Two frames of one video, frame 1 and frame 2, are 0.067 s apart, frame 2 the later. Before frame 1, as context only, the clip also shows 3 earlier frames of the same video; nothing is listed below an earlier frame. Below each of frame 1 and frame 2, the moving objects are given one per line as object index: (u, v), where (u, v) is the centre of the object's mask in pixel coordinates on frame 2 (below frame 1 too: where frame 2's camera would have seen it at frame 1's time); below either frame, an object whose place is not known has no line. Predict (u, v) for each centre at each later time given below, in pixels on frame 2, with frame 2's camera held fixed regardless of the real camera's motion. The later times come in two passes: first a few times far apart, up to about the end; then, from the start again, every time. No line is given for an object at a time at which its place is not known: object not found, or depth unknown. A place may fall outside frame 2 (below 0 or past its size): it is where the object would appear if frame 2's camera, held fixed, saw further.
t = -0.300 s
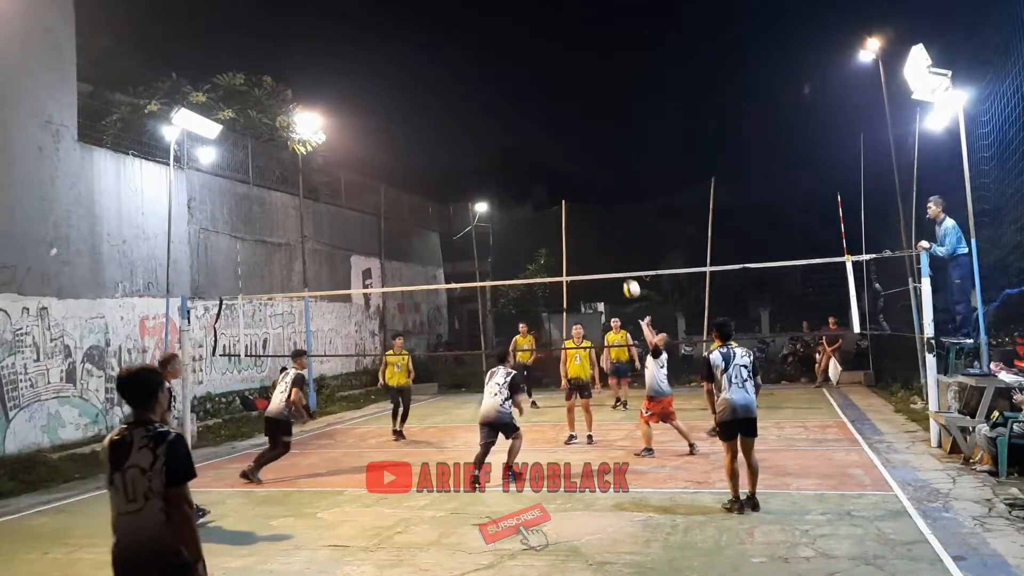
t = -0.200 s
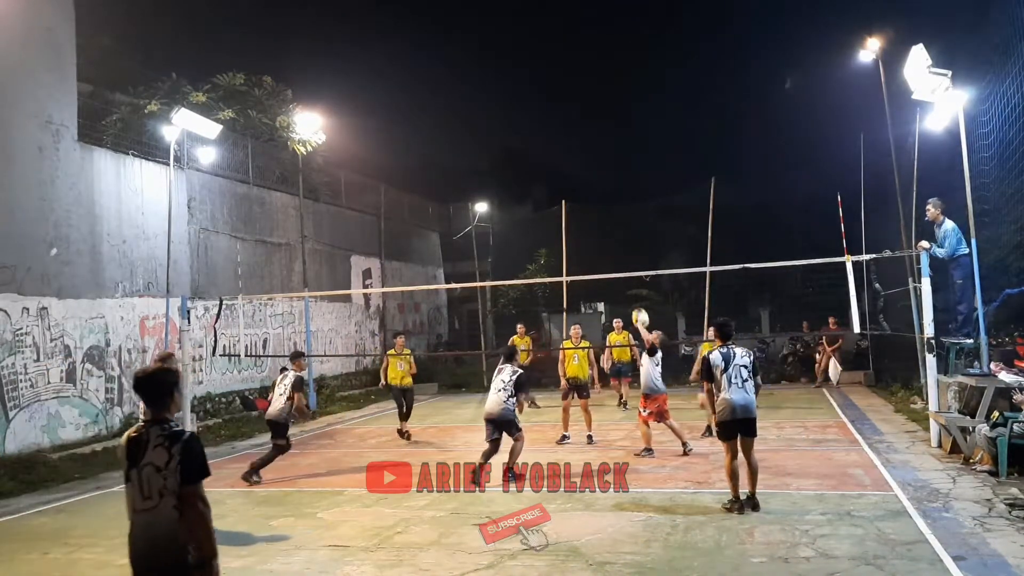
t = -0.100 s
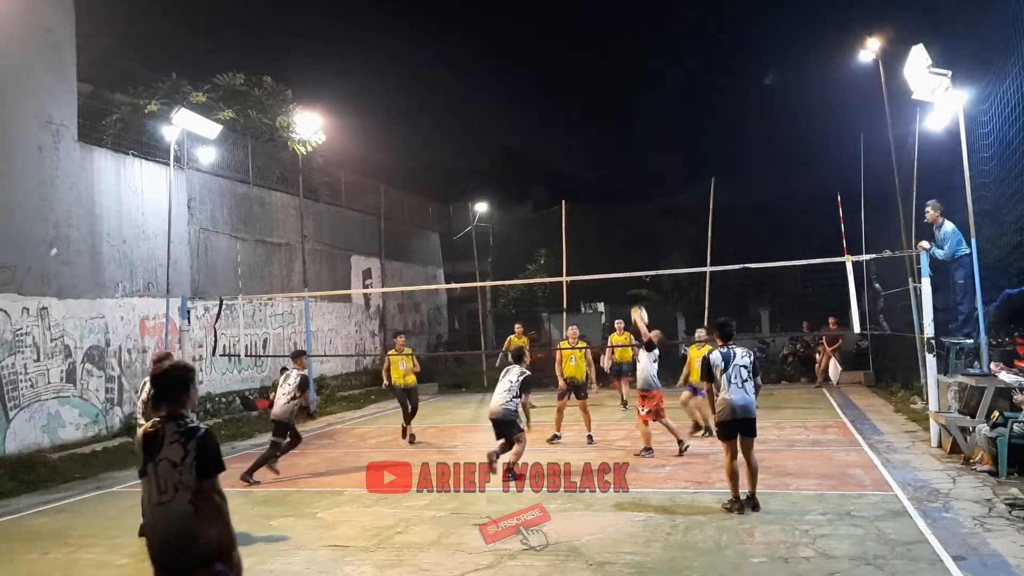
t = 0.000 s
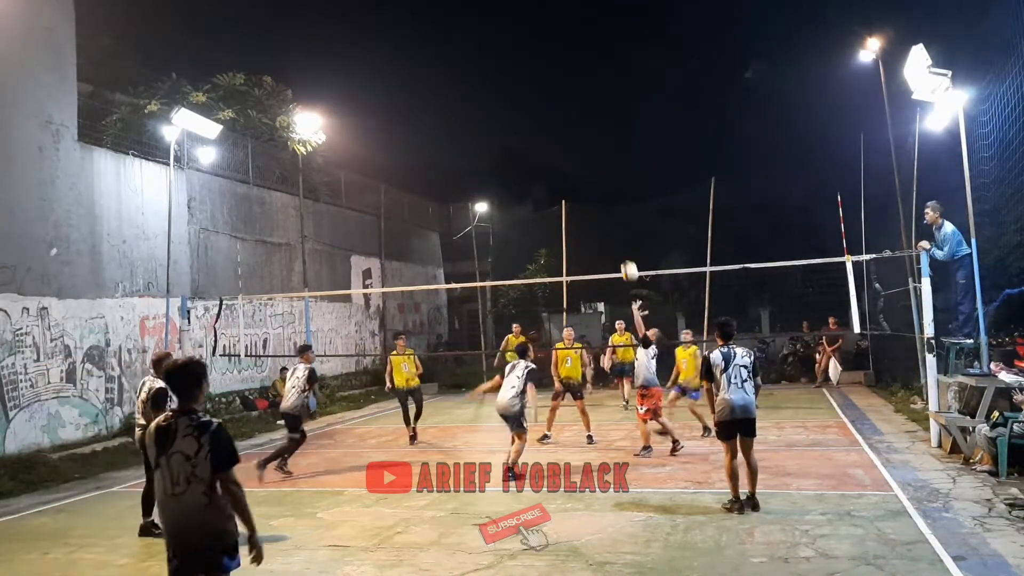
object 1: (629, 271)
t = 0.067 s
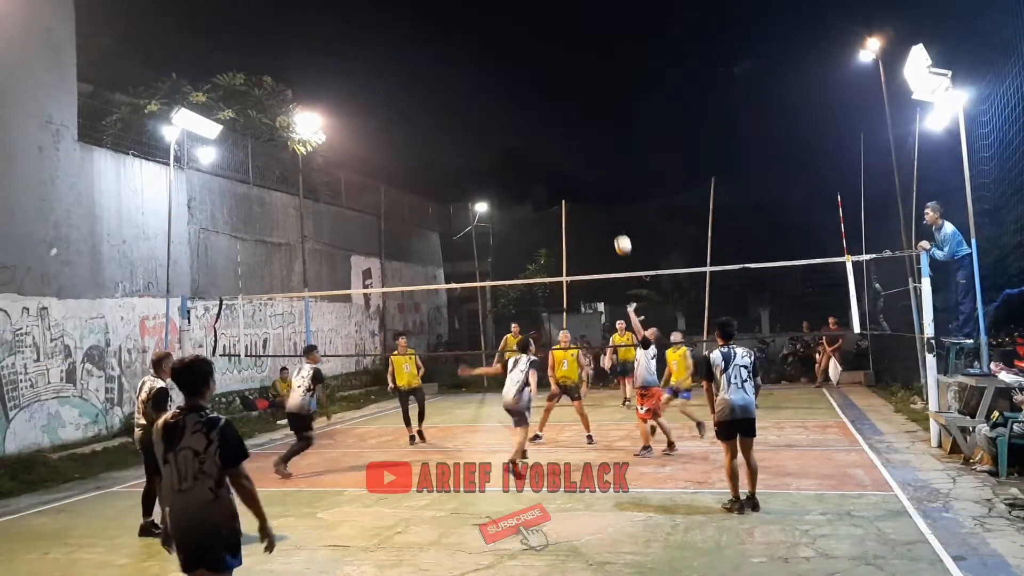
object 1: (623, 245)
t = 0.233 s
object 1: (608, 195)
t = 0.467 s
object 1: (590, 160)
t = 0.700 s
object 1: (575, 165)
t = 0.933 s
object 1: (561, 209)
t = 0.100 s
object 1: (619, 233)
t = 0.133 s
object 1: (617, 223)
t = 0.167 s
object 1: (614, 213)
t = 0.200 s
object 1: (611, 203)
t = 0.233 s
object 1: (608, 195)
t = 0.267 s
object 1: (605, 188)
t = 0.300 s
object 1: (603, 181)
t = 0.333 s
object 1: (600, 175)
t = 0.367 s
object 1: (598, 170)
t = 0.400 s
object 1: (595, 166)
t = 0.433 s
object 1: (593, 162)
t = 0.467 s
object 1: (590, 160)
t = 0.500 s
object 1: (588, 158)
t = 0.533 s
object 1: (586, 157)
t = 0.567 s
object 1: (583, 157)
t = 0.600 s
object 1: (581, 158)
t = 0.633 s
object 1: (579, 159)
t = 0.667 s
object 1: (577, 161)
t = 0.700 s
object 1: (575, 165)
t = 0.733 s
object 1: (573, 168)
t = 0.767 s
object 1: (571, 173)
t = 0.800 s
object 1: (569, 179)
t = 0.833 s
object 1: (567, 185)
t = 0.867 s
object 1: (565, 192)
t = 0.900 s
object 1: (563, 200)
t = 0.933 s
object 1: (561, 209)
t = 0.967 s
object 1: (559, 218)
